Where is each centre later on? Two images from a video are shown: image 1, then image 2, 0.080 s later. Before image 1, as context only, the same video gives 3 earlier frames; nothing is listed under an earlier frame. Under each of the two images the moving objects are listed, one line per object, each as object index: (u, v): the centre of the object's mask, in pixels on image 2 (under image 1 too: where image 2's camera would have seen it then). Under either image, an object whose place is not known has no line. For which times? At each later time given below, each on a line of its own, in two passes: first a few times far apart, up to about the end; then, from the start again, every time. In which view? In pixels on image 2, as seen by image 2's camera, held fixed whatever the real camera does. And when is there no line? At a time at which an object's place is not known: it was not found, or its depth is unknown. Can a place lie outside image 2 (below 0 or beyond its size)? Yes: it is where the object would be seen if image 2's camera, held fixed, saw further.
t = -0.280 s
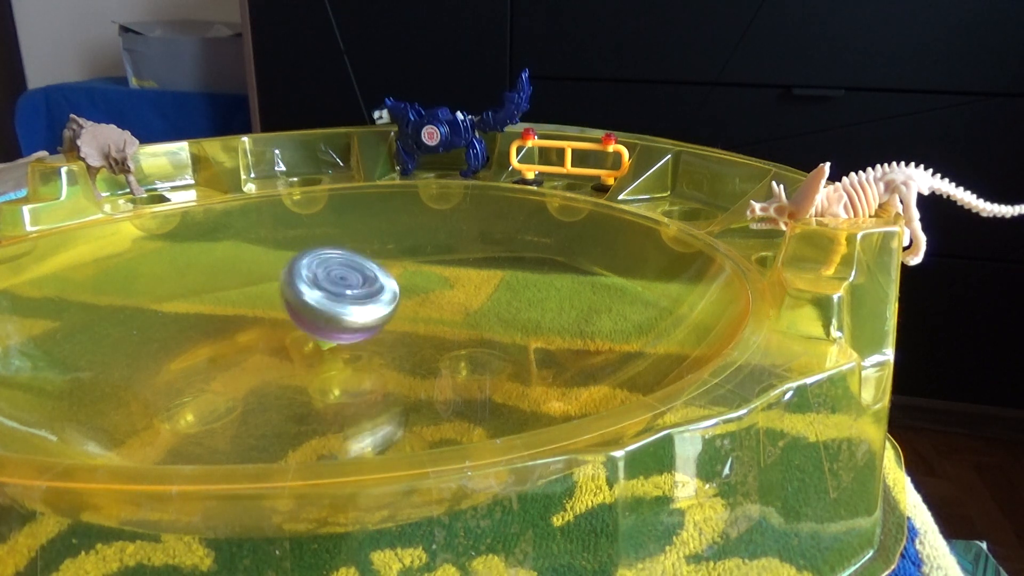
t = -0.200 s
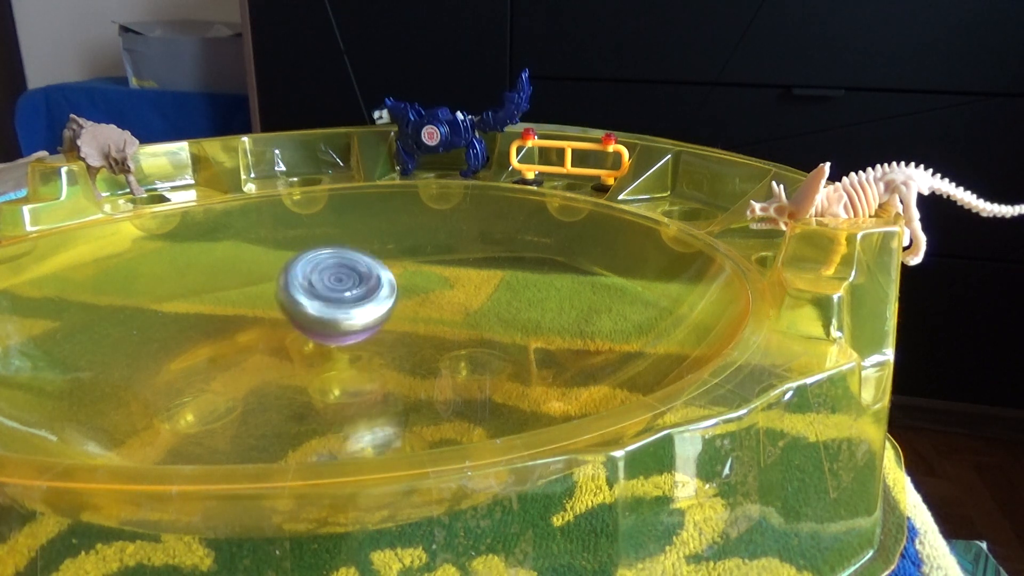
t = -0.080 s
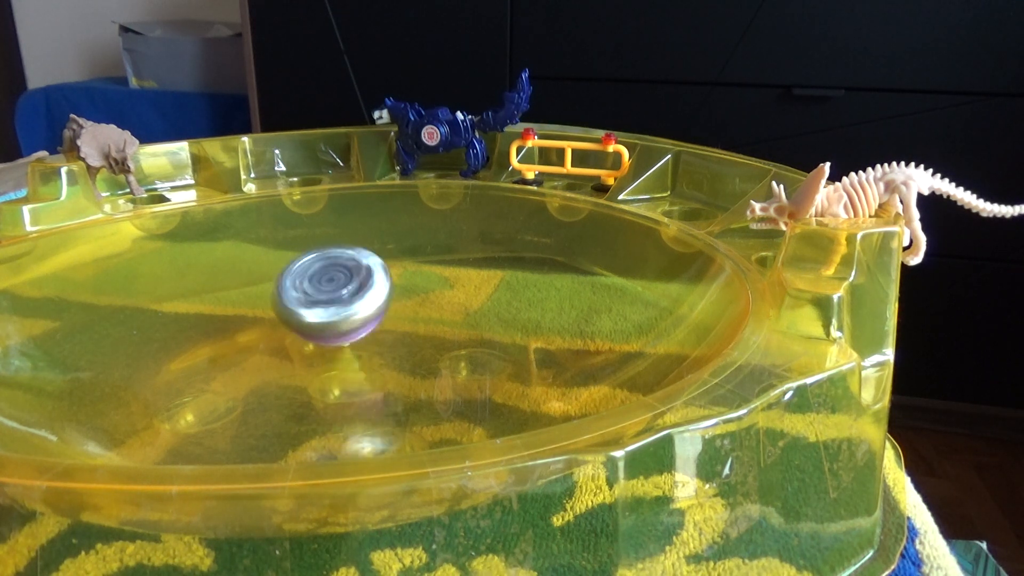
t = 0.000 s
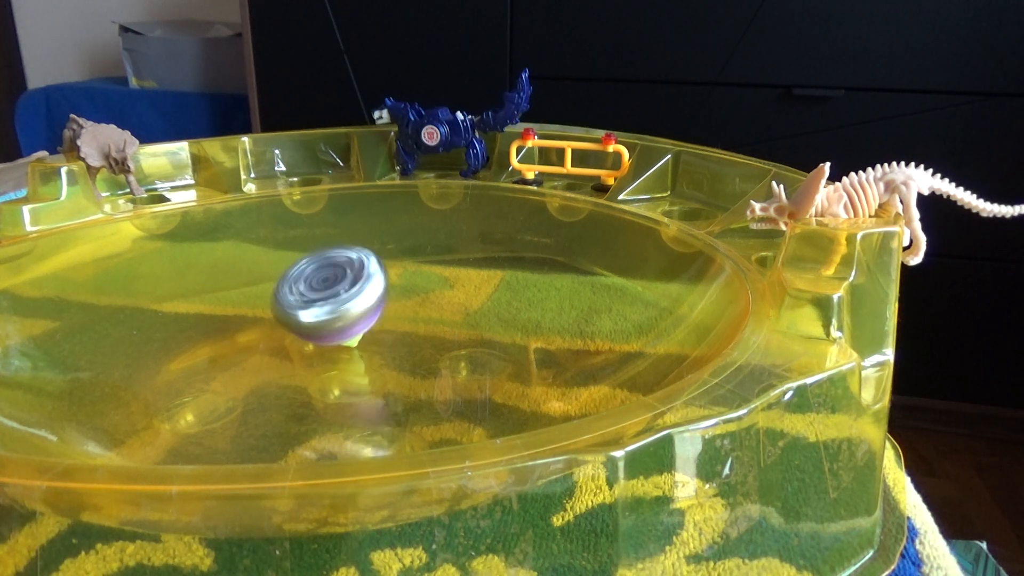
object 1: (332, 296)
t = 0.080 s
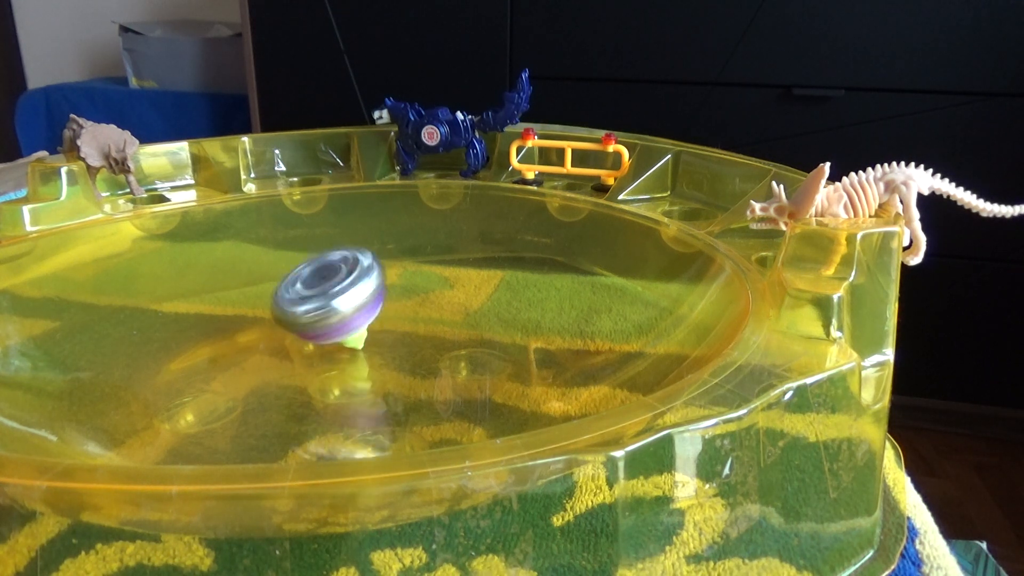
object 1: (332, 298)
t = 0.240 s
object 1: (334, 300)
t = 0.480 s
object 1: (336, 300)
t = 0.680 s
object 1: (337, 300)
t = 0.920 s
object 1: (338, 296)
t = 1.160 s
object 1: (331, 296)
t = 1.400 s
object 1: (332, 300)
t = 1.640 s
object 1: (335, 299)
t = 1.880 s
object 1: (338, 299)
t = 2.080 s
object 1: (338, 296)
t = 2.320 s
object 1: (331, 296)
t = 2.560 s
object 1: (332, 300)
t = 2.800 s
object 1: (336, 299)
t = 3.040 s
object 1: (339, 299)
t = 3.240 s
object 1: (338, 296)
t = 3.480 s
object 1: (330, 297)
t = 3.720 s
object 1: (332, 300)
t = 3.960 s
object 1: (337, 299)
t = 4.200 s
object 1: (341, 297)
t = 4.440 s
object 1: (335, 295)
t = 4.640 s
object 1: (330, 298)
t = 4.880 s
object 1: (333, 300)
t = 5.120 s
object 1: (339, 299)
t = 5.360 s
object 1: (341, 296)
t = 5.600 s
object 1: (333, 296)
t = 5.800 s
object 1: (329, 299)
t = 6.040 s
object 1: (335, 298)
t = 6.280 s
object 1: (340, 299)
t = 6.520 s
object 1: (339, 296)
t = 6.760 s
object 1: (329, 297)
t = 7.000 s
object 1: (332, 299)
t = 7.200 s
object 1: (338, 298)
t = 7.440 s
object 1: (343, 297)
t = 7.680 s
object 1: (334, 296)
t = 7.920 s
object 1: (329, 299)
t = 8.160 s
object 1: (335, 298)
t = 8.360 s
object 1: (342, 299)
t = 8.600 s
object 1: (341, 296)
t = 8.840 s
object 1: (329, 298)
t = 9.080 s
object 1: (332, 299)
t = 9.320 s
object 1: (341, 298)
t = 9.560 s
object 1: (344, 296)
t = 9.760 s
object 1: (332, 297)
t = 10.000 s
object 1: (329, 300)
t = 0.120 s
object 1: (332, 298)
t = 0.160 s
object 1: (333, 299)
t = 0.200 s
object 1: (333, 300)
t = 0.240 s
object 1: (334, 300)
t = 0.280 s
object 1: (334, 300)
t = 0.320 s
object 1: (334, 300)
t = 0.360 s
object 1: (335, 300)
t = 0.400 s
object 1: (335, 300)
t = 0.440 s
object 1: (335, 300)
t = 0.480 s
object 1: (336, 300)
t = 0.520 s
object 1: (336, 300)
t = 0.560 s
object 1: (336, 300)
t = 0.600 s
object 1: (337, 300)
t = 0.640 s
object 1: (337, 300)
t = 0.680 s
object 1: (337, 300)
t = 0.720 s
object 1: (338, 299)
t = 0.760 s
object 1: (338, 299)
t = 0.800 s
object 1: (338, 298)
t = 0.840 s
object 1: (338, 297)
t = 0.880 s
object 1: (338, 296)
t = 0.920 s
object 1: (338, 296)
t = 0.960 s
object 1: (337, 295)
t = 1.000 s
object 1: (336, 295)
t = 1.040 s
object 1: (335, 295)
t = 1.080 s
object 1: (333, 295)
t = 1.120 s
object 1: (332, 295)
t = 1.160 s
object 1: (331, 296)
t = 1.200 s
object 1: (331, 297)
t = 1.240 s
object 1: (331, 297)
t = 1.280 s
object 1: (331, 298)
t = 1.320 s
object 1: (332, 299)
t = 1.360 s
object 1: (332, 300)
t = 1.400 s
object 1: (332, 300)
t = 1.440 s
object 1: (333, 300)
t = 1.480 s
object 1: (333, 300)
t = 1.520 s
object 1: (334, 300)
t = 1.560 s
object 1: (334, 300)
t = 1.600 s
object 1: (335, 299)
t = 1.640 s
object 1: (335, 299)
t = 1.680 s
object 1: (336, 300)
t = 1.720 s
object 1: (337, 300)
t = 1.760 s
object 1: (337, 300)
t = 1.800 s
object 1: (337, 300)
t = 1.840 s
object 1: (338, 300)
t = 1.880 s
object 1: (338, 299)
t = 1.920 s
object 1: (339, 298)
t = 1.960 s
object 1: (339, 297)
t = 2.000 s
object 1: (339, 296)
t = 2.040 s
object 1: (339, 296)
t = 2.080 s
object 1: (338, 296)
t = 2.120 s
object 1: (337, 295)
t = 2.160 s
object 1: (336, 295)
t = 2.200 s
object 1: (335, 295)
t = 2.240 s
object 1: (333, 295)
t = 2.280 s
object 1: (332, 295)
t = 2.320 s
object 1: (331, 296)
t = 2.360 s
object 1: (331, 297)
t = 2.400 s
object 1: (331, 298)
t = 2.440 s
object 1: (331, 298)
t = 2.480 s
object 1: (331, 299)
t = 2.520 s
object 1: (332, 300)
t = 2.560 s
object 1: (332, 300)
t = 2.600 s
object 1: (333, 300)
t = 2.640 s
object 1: (333, 300)
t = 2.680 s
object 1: (333, 300)
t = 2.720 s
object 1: (335, 299)
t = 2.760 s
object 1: (336, 299)
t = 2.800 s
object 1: (336, 299)
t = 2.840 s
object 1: (337, 299)
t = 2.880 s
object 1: (337, 300)
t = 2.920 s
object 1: (338, 300)
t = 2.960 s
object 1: (339, 300)
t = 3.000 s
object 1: (339, 299)
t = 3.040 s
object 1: (339, 299)
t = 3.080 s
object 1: (340, 298)
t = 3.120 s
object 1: (340, 297)
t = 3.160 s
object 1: (340, 296)
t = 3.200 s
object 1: (340, 296)
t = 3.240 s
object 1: (338, 296)
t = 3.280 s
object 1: (337, 295)
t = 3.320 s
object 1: (336, 295)
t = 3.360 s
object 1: (334, 295)
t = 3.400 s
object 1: (332, 295)
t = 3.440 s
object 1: (331, 296)
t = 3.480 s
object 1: (330, 297)
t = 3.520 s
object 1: (330, 297)
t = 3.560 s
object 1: (330, 298)
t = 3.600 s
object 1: (330, 299)
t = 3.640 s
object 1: (331, 299)
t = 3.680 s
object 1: (331, 300)
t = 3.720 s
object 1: (332, 300)
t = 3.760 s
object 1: (333, 300)
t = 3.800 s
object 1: (333, 300)
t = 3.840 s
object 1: (334, 299)
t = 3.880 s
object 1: (335, 299)
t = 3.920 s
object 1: (336, 299)
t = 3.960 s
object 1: (337, 299)
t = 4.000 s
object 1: (338, 299)
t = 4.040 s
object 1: (338, 299)
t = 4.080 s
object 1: (339, 299)
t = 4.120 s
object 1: (339, 299)
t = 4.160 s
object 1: (340, 298)
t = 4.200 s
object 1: (341, 297)
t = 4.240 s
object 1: (341, 296)
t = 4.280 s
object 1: (341, 296)
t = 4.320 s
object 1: (340, 296)
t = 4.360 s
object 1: (338, 295)
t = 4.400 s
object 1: (337, 295)
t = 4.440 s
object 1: (335, 295)
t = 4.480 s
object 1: (333, 295)
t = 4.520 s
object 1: (332, 296)
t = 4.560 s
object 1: (331, 296)
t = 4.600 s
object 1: (330, 297)
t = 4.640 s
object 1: (330, 298)
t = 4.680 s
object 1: (330, 298)
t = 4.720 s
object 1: (330, 299)
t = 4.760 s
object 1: (331, 300)
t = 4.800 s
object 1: (331, 300)
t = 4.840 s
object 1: (332, 300)
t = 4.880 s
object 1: (333, 300)
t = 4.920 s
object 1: (333, 299)
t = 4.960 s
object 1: (335, 299)
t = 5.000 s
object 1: (336, 298)
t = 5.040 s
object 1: (337, 299)
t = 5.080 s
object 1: (338, 299)
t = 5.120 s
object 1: (339, 299)
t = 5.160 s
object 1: (339, 299)
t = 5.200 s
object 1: (340, 299)
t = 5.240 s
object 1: (341, 298)
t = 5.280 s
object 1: (341, 298)
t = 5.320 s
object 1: (341, 297)
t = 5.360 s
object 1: (341, 296)
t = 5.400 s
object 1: (341, 296)
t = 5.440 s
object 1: (339, 296)
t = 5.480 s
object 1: (338, 296)
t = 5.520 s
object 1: (336, 295)
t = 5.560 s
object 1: (334, 295)
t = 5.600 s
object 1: (333, 296)
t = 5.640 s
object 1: (331, 296)
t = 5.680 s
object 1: (329, 297)
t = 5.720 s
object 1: (329, 298)
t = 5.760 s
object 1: (329, 299)
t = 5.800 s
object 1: (329, 299)
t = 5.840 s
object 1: (330, 300)
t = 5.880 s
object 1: (330, 300)
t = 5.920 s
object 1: (331, 299)
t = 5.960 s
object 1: (332, 299)
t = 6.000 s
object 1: (333, 299)
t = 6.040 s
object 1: (335, 298)
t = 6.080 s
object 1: (336, 298)
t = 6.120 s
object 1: (337, 298)
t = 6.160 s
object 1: (338, 299)
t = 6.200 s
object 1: (339, 299)
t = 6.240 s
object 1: (339, 299)
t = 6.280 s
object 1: (340, 299)
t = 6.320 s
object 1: (341, 298)
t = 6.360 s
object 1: (342, 297)
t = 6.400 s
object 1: (342, 297)
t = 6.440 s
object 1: (342, 296)
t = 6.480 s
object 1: (341, 296)
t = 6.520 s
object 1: (339, 296)
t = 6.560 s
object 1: (338, 296)
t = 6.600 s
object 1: (336, 295)
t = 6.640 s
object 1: (333, 296)
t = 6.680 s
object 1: (332, 296)
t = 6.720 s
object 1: (330, 297)
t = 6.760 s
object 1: (329, 297)
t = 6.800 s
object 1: (328, 298)
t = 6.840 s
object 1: (328, 299)
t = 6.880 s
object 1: (329, 299)
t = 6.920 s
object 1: (330, 300)
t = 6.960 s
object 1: (330, 299)
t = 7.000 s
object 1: (332, 299)
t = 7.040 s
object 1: (332, 299)
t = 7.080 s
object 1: (333, 298)
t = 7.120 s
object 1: (335, 298)
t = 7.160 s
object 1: (337, 298)
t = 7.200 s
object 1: (338, 298)
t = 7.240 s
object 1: (340, 299)
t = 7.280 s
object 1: (340, 299)
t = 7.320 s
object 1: (341, 299)
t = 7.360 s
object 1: (342, 298)
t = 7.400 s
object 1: (343, 298)
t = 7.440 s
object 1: (343, 297)
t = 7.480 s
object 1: (343, 297)
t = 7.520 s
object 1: (342, 296)
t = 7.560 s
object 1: (341, 296)
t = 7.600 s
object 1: (339, 296)
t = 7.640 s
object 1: (336, 296)
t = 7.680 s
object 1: (334, 296)
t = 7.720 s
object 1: (332, 297)
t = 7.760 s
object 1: (330, 297)
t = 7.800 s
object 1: (329, 297)
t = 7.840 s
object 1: (328, 298)
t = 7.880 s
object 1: (328, 299)
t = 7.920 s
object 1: (329, 299)
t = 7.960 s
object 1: (329, 300)
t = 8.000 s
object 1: (330, 300)
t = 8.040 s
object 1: (331, 299)
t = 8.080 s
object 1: (332, 299)
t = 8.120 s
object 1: (334, 299)
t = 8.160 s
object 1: (335, 298)
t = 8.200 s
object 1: (337, 298)
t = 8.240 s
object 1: (339, 298)
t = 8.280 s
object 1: (340, 299)
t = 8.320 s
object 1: (341, 299)
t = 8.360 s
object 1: (342, 299)
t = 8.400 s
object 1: (343, 298)
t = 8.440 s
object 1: (344, 298)
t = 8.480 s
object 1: (344, 297)
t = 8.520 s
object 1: (344, 297)
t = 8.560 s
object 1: (343, 297)
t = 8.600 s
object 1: (341, 296)
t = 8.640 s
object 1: (339, 296)
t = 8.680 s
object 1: (336, 296)
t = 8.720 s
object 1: (333, 297)
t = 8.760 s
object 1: (332, 297)
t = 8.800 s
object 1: (330, 297)
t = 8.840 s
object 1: (329, 298)
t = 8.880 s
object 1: (328, 299)
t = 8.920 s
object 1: (328, 299)
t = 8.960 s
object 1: (328, 299)
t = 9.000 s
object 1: (329, 300)
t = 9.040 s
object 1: (330, 299)
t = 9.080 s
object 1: (332, 299)
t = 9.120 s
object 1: (333, 298)
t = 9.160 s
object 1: (334, 298)
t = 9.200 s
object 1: (337, 298)
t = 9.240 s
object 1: (338, 298)
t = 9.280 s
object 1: (340, 298)
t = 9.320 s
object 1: (341, 298)
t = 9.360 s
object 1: (342, 299)
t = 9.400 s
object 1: (343, 298)
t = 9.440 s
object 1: (344, 298)
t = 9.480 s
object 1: (345, 297)
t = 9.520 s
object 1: (345, 297)
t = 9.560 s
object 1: (344, 296)
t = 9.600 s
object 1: (342, 296)
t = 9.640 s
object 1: (340, 296)
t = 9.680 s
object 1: (338, 296)
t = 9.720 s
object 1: (335, 296)
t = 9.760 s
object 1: (332, 297)
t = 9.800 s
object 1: (329, 297)
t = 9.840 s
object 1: (328, 298)
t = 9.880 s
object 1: (328, 299)
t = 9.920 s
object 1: (328, 299)
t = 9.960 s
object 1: (328, 300)
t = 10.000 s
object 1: (329, 300)
